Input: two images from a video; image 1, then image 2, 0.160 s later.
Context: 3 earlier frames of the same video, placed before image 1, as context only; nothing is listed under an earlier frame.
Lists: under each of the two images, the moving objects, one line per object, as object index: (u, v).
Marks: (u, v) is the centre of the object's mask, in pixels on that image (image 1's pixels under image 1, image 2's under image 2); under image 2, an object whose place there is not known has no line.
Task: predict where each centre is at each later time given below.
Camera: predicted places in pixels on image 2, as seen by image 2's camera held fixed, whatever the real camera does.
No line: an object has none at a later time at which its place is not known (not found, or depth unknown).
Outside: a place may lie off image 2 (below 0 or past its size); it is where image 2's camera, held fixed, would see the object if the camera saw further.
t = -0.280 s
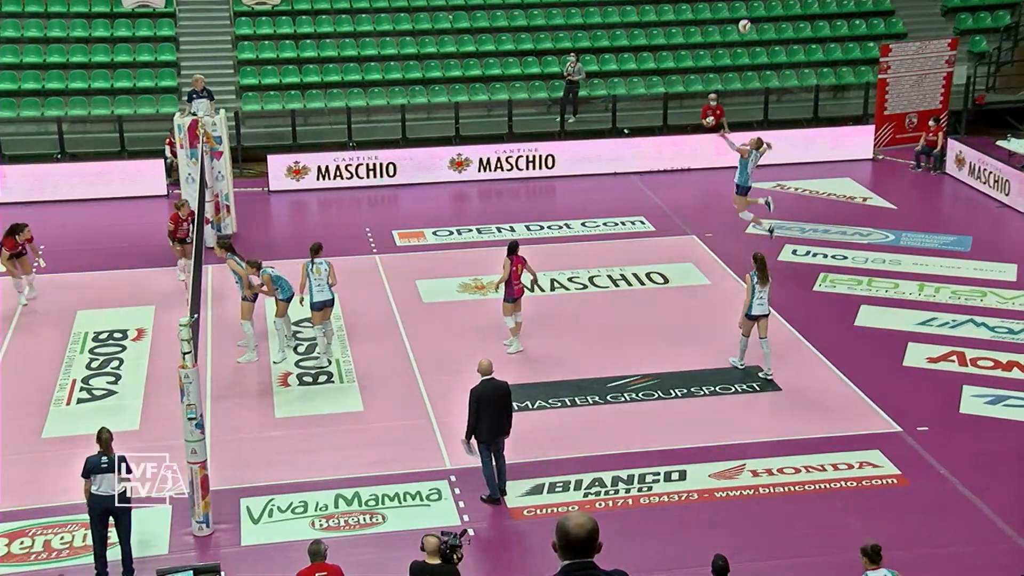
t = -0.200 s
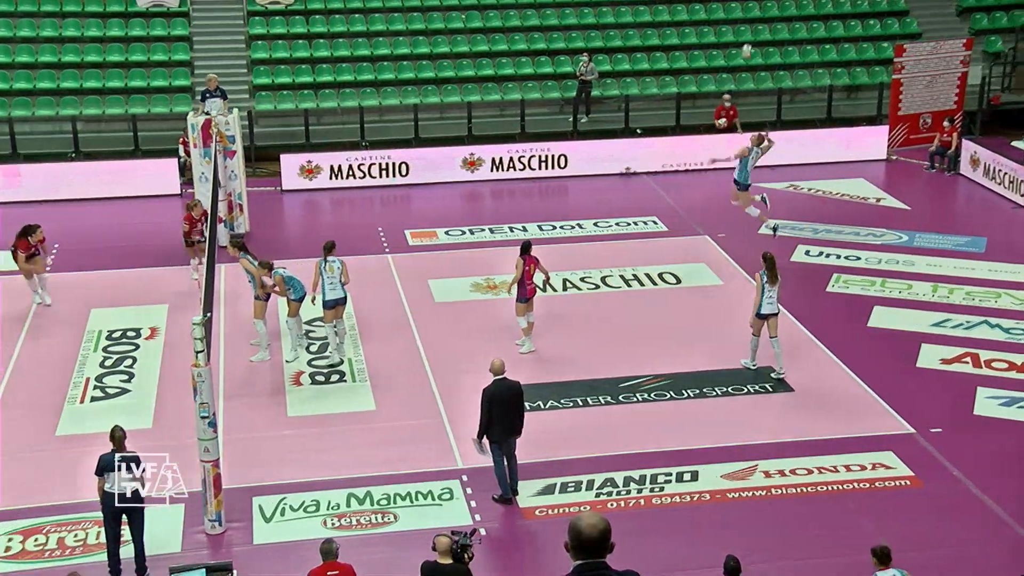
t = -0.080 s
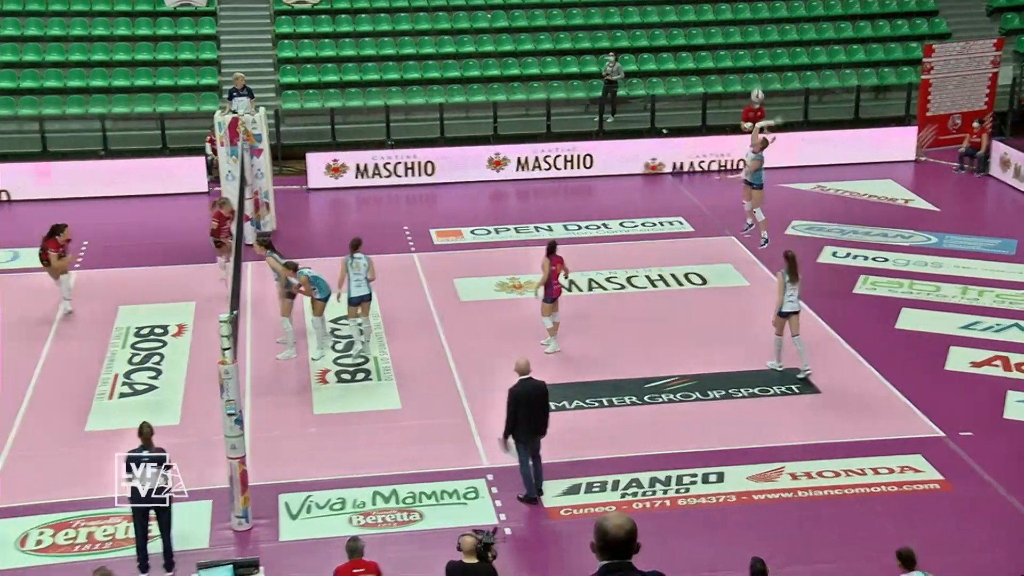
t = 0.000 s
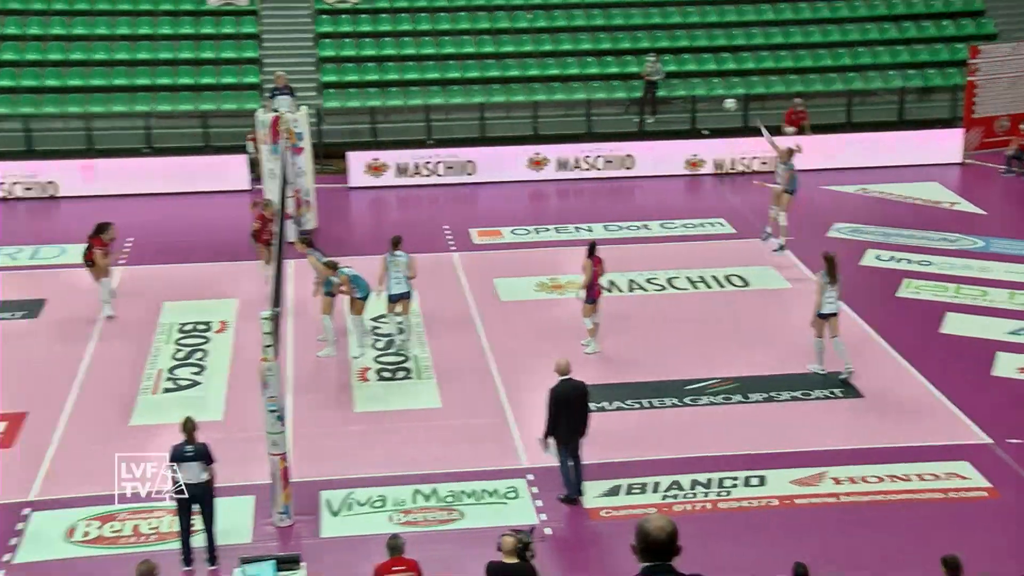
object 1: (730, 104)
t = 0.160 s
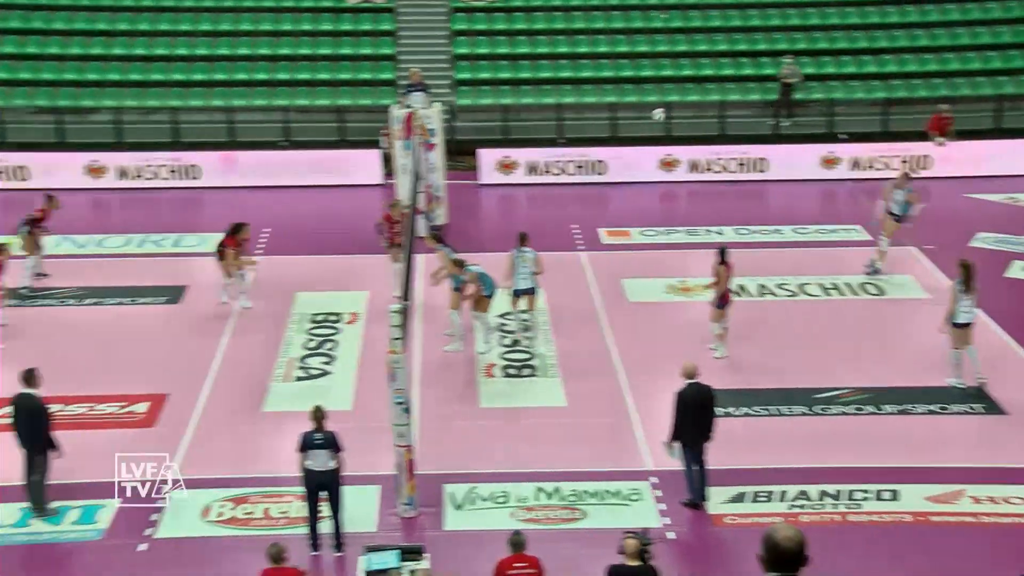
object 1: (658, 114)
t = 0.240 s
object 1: (556, 129)
